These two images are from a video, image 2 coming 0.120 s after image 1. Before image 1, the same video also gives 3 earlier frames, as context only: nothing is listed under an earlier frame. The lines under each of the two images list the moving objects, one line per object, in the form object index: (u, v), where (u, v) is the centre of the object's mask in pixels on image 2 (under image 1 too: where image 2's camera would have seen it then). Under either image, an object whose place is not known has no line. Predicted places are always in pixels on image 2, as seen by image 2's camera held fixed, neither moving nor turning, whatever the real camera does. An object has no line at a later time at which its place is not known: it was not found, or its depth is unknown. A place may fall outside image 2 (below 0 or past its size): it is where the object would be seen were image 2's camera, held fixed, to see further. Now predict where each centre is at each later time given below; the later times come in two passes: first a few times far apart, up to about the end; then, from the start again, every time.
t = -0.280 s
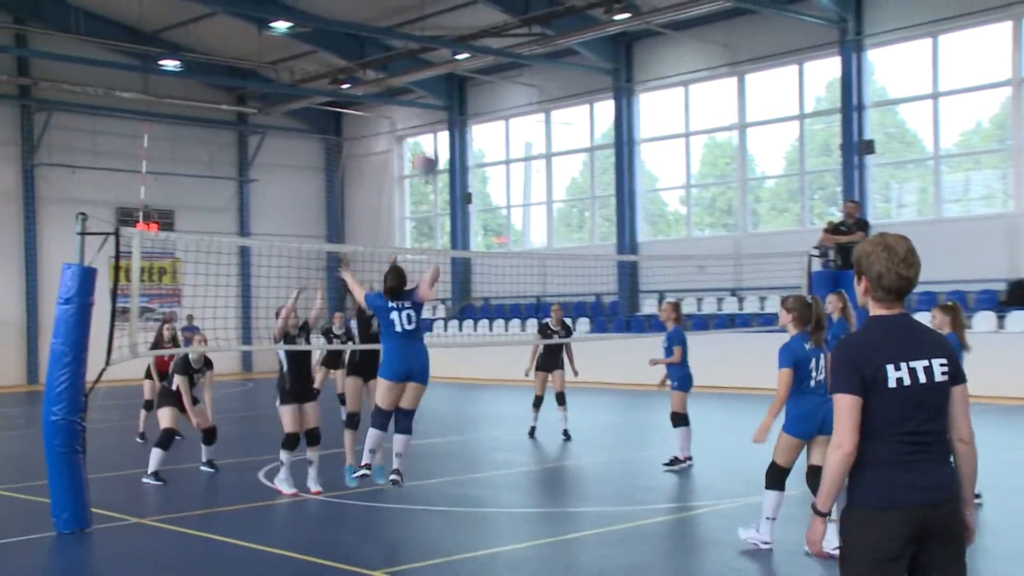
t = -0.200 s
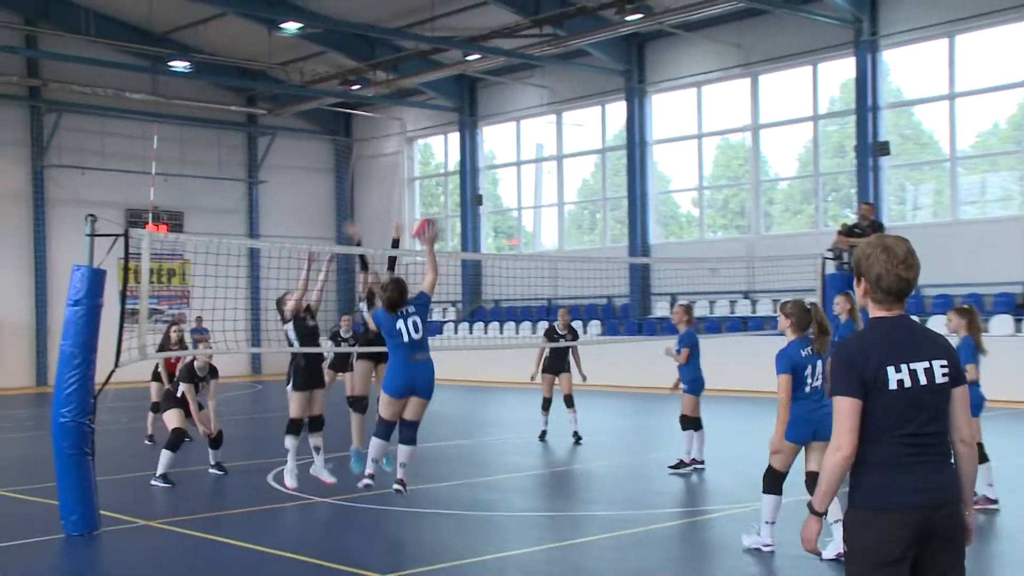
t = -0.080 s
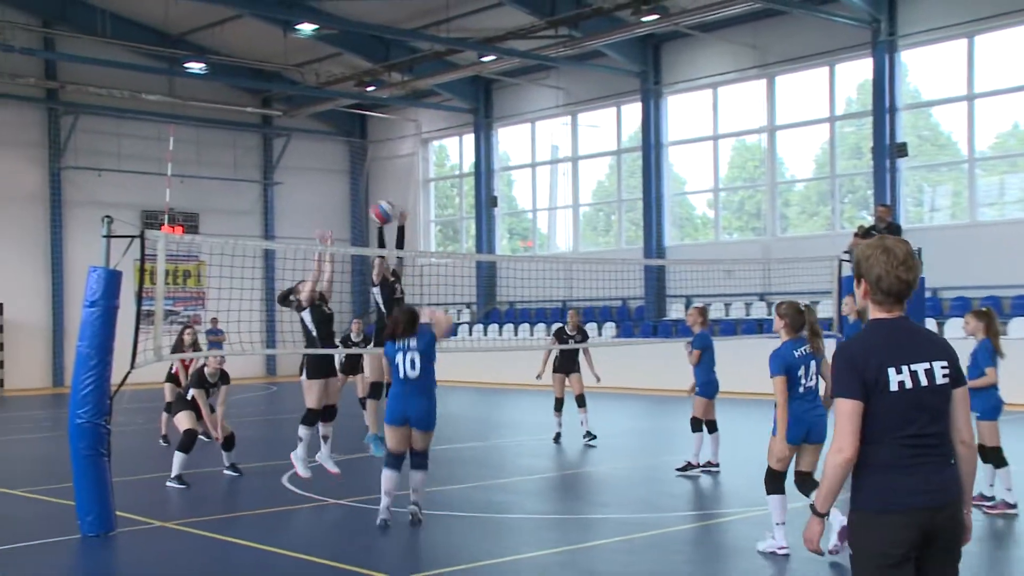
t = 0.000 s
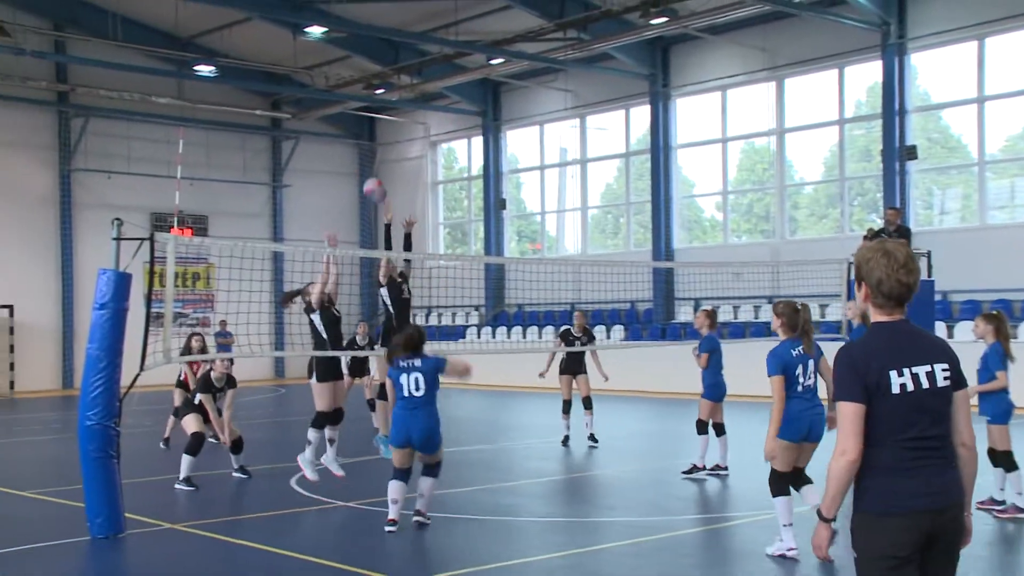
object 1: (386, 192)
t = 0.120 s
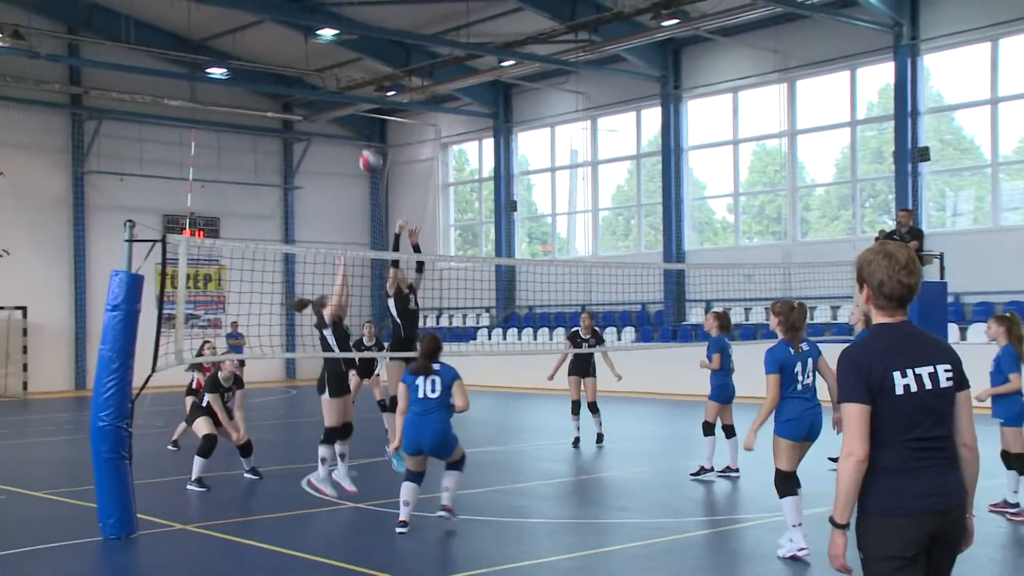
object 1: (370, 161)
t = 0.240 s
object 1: (355, 145)
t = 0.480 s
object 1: (326, 160)
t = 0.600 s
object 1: (311, 190)
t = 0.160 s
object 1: (364, 153)
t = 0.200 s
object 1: (359, 148)
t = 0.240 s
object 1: (355, 145)
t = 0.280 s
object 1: (349, 143)
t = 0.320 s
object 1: (344, 144)
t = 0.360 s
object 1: (339, 145)
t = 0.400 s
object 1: (334, 149)
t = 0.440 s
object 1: (330, 154)
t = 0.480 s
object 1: (326, 160)
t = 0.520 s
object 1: (320, 168)
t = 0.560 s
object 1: (315, 179)
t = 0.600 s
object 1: (311, 190)
